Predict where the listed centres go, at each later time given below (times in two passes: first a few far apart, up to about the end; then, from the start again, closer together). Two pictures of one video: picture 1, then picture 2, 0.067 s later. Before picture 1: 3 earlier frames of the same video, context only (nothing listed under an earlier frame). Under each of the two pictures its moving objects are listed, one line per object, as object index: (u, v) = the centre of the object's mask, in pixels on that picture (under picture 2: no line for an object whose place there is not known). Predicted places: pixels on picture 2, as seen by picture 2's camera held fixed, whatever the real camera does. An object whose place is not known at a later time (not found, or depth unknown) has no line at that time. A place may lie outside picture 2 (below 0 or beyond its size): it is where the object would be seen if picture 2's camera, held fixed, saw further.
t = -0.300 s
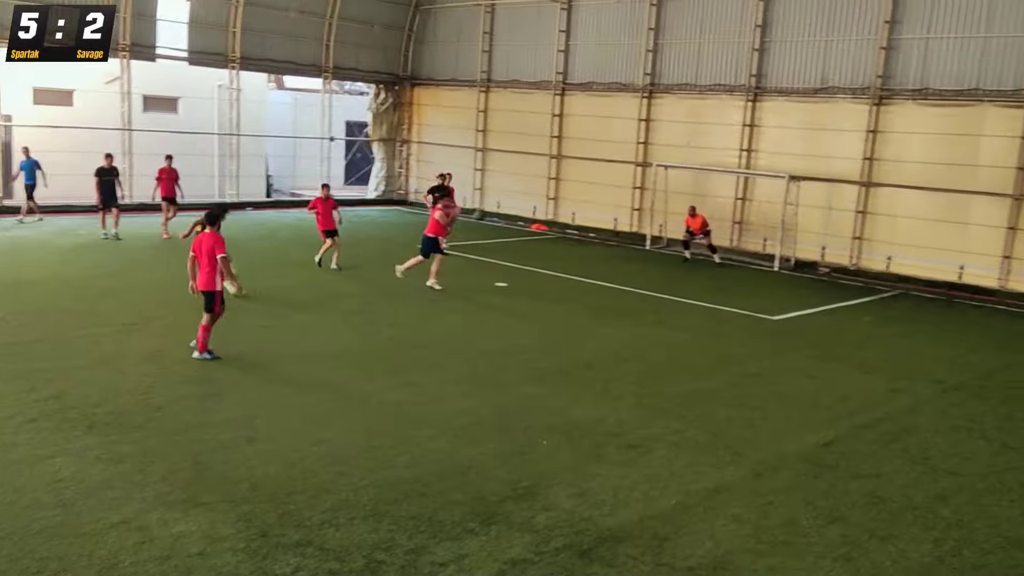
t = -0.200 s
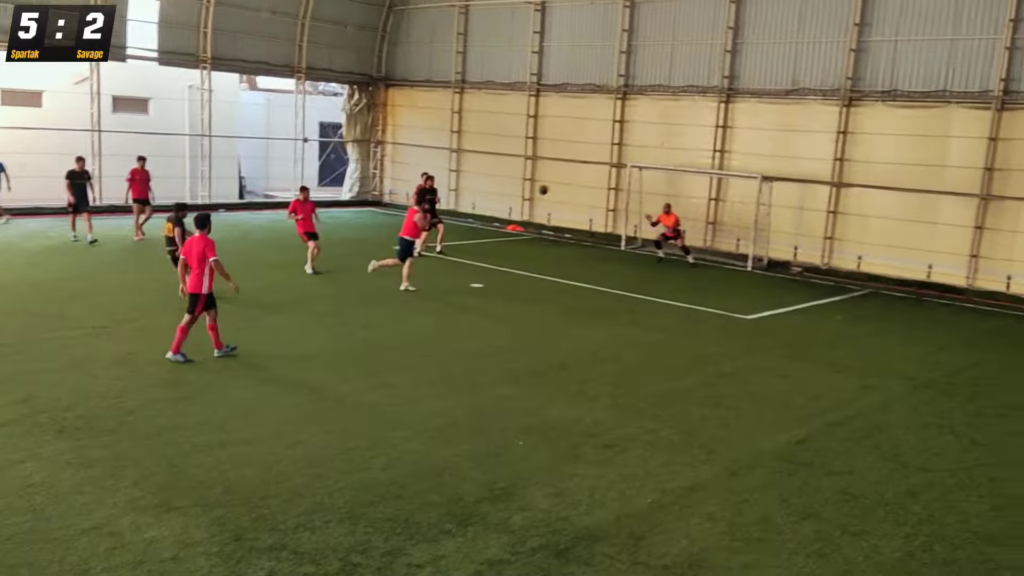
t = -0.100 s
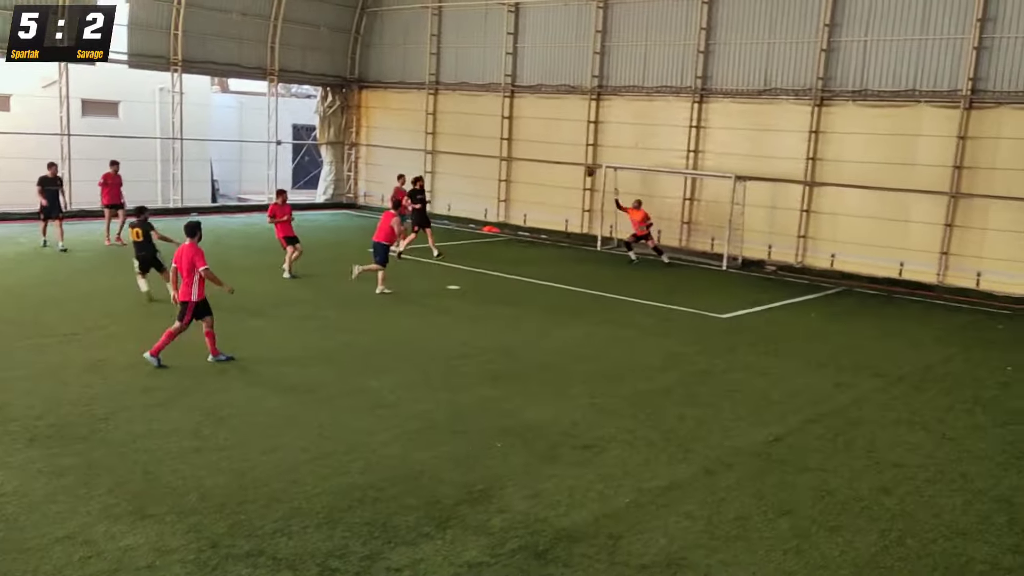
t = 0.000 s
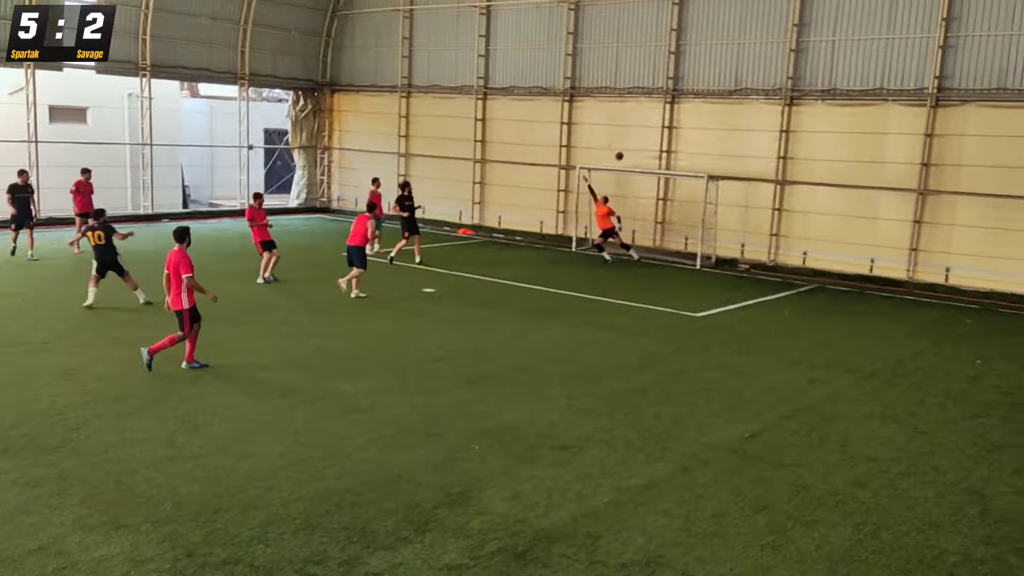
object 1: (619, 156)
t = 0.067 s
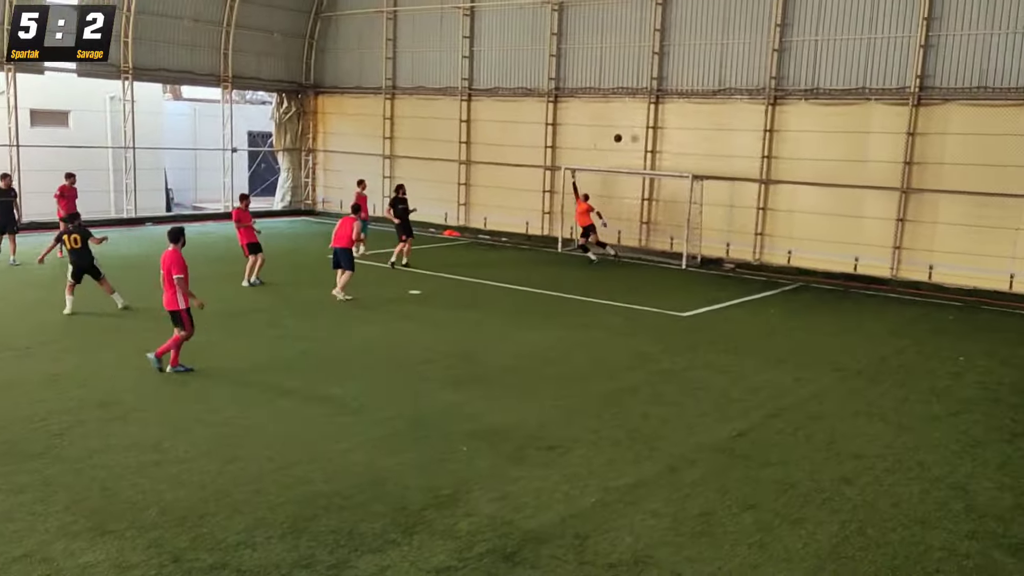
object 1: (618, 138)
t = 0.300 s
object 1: (608, 83)
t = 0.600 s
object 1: (595, 43)
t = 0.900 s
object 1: (579, 42)
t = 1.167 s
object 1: (563, 74)
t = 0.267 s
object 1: (610, 90)
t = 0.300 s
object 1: (608, 83)
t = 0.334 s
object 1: (607, 77)
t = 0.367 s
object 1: (606, 71)
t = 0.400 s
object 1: (604, 66)
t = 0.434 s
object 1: (603, 61)
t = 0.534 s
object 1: (598, 49)
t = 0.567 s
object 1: (597, 46)
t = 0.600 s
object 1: (595, 43)
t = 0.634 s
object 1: (593, 41)
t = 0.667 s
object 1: (592, 39)
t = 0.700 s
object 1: (590, 38)
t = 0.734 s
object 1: (588, 38)
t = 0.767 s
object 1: (586, 37)
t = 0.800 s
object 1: (585, 38)
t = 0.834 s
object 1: (583, 39)
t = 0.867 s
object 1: (581, 40)
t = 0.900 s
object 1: (579, 42)
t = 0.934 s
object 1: (577, 44)
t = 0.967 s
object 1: (575, 46)
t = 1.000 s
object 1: (573, 50)
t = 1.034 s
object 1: (571, 54)
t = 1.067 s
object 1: (569, 58)
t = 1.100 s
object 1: (567, 63)
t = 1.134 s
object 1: (564, 68)
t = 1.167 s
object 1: (563, 74)
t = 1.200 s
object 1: (561, 80)
